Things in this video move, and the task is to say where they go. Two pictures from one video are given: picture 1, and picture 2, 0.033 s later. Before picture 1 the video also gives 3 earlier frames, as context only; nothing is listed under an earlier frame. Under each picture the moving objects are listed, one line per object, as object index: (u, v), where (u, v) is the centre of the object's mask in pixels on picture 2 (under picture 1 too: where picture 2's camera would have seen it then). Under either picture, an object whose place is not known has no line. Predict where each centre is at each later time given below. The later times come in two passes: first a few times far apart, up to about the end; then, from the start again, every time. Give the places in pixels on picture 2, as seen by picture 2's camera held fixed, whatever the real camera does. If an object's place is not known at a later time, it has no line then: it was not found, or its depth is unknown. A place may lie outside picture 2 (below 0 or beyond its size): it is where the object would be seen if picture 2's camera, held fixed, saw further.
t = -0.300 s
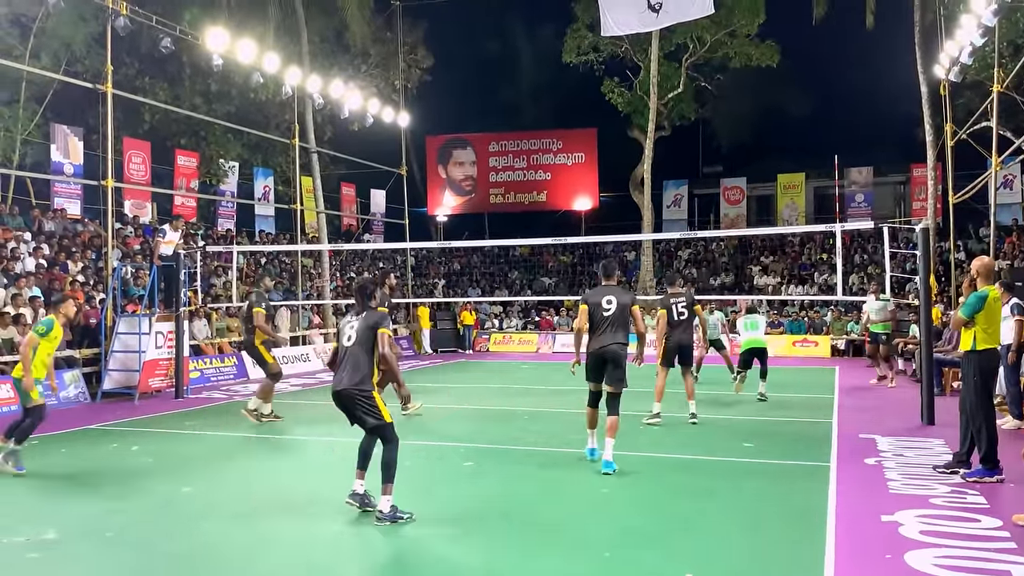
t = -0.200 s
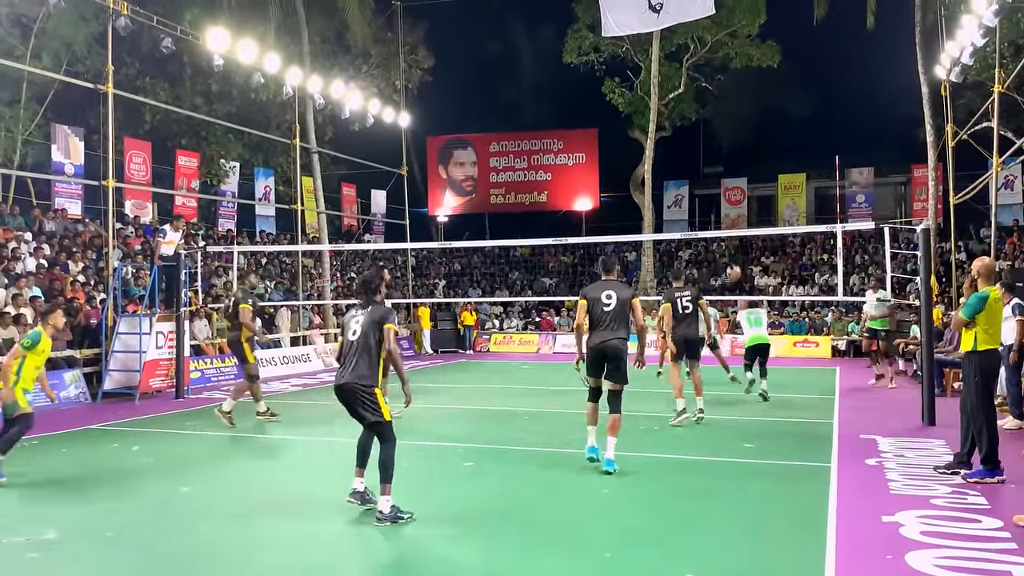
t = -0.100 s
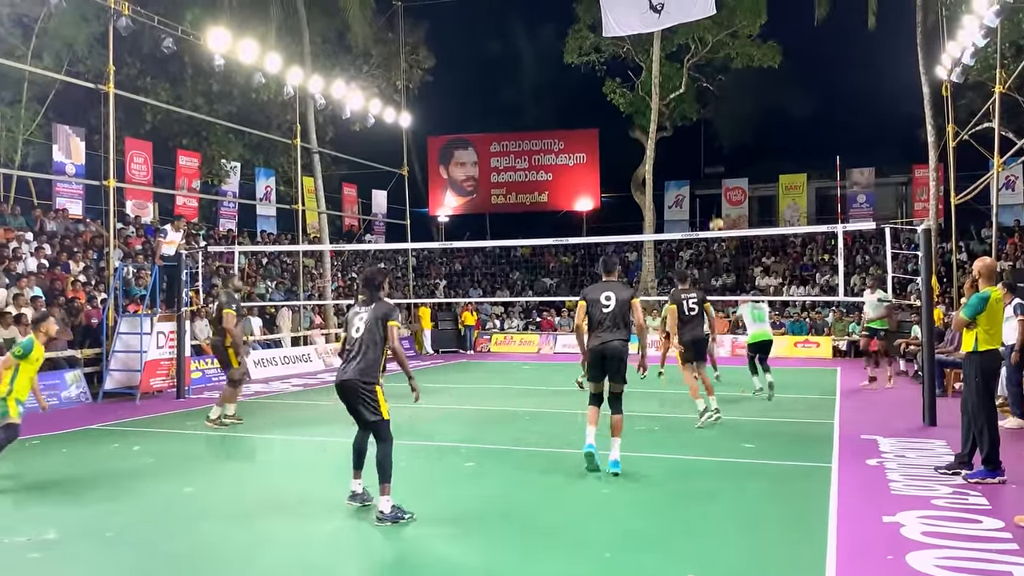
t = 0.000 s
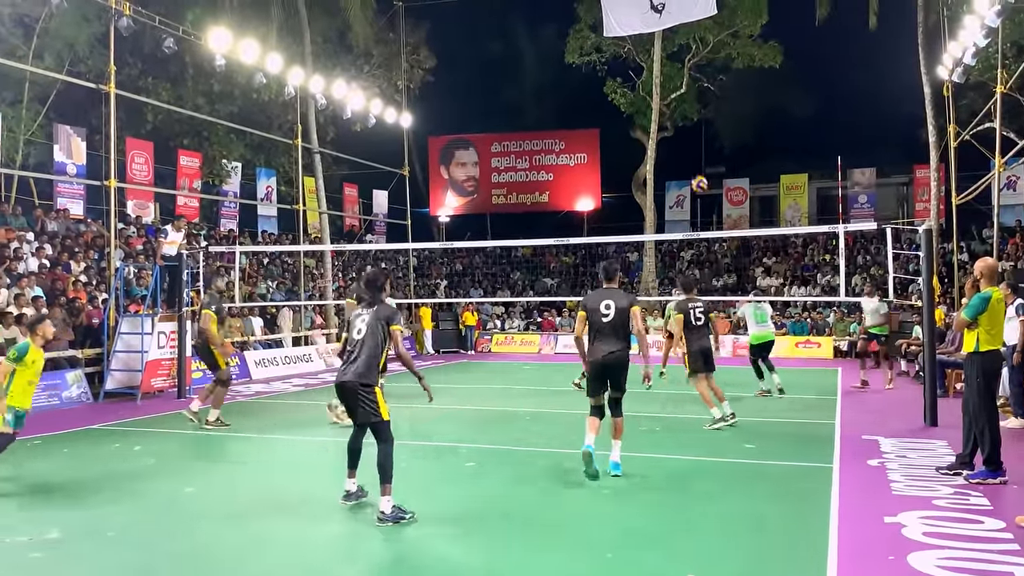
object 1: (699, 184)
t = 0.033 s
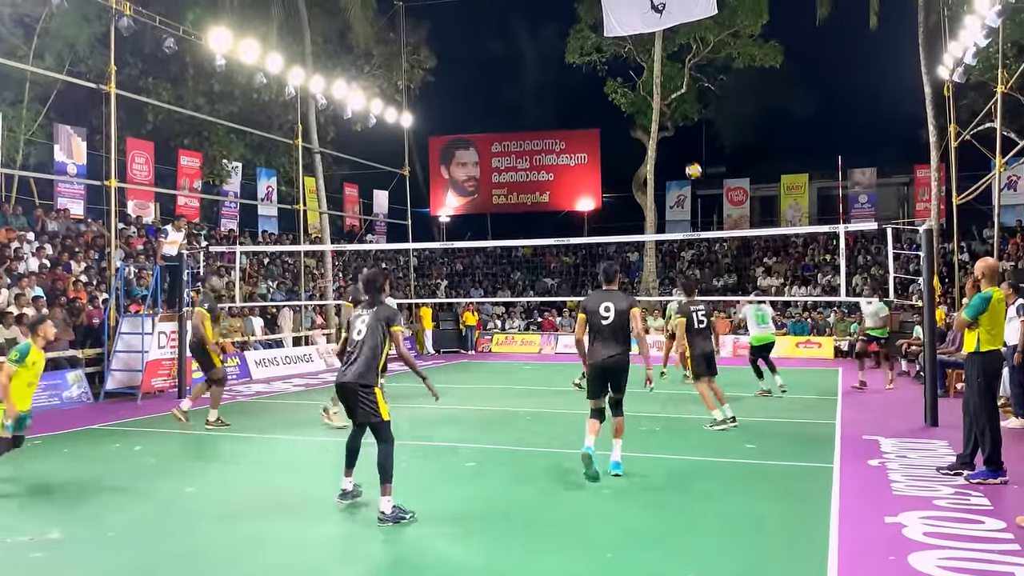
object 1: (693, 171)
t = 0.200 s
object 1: (660, 114)
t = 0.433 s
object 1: (605, 64)
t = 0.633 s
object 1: (550, 54)
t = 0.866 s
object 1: (474, 94)
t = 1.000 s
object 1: (427, 149)
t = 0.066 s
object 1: (687, 158)
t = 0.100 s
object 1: (680, 146)
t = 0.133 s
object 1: (673, 135)
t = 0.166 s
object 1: (666, 126)
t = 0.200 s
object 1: (660, 114)
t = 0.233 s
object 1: (652, 105)
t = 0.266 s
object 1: (644, 96)
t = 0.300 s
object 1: (637, 88)
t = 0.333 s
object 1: (629, 81)
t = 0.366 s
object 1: (621, 75)
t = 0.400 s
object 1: (613, 68)
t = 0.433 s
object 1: (605, 64)
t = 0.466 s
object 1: (596, 60)
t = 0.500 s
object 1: (588, 57)
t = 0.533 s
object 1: (578, 55)
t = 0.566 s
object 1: (569, 53)
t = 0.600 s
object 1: (559, 53)
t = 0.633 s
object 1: (550, 54)
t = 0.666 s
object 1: (540, 56)
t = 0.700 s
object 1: (529, 59)
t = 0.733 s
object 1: (519, 63)
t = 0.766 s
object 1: (508, 69)
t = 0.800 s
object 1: (497, 76)
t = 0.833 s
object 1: (486, 84)
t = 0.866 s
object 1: (474, 94)
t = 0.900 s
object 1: (463, 106)
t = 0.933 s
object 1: (451, 118)
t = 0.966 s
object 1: (438, 131)
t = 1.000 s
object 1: (427, 149)
